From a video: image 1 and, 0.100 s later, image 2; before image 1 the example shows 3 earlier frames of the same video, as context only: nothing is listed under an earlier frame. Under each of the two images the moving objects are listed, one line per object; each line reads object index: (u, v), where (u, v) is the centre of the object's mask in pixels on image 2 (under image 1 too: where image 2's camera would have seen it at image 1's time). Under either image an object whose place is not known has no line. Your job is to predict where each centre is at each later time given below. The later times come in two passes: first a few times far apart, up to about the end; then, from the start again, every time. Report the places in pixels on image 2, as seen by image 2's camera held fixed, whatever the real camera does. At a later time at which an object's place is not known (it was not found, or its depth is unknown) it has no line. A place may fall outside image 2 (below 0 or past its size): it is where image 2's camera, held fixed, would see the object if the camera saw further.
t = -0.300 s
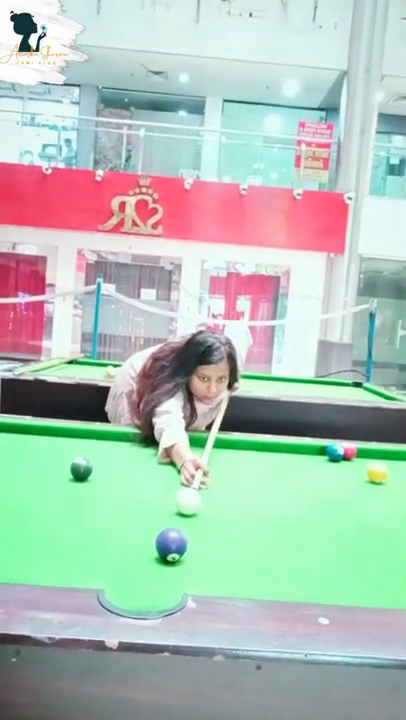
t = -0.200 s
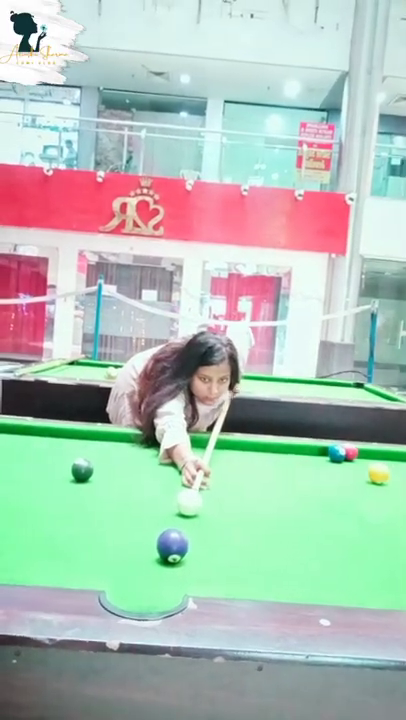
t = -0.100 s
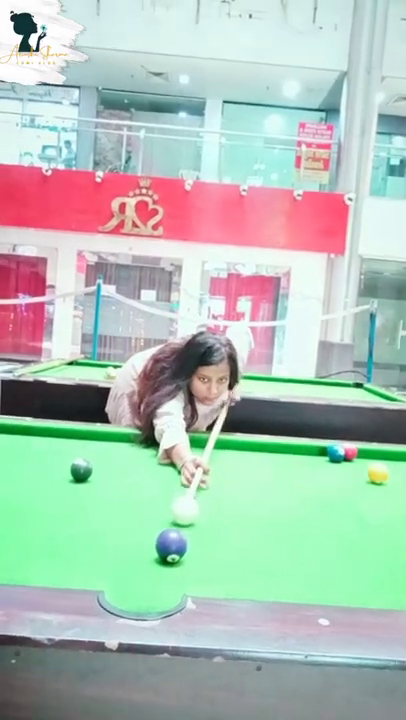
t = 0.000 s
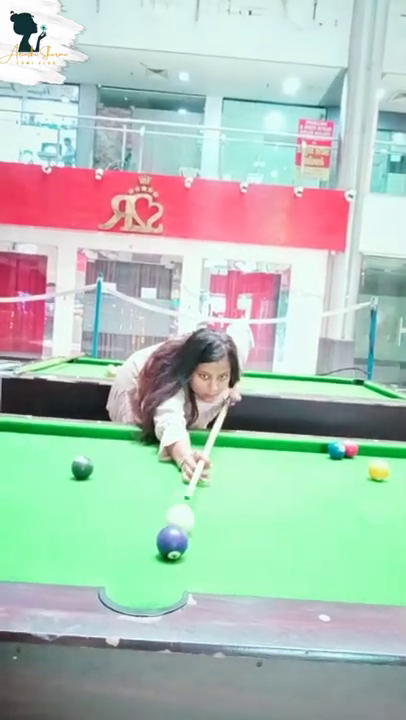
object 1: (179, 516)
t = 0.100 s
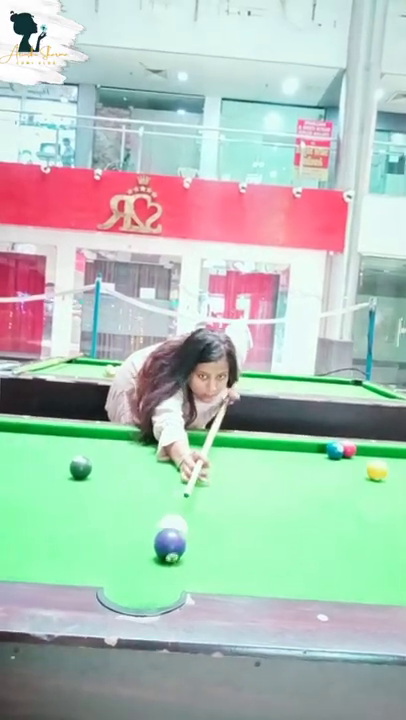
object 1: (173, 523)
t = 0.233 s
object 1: (169, 529)
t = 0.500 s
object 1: (160, 540)
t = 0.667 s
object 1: (155, 542)
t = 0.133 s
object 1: (173, 525)
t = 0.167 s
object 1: (170, 527)
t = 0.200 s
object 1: (170, 528)
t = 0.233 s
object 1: (169, 529)
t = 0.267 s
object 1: (167, 531)
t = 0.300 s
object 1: (165, 532)
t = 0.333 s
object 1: (164, 535)
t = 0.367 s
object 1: (163, 536)
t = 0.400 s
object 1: (163, 537)
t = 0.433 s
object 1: (161, 538)
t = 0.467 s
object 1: (161, 539)
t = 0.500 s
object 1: (160, 540)
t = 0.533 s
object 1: (159, 540)
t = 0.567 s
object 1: (158, 541)
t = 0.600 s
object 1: (157, 541)
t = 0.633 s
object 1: (156, 541)
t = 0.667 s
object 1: (155, 542)
